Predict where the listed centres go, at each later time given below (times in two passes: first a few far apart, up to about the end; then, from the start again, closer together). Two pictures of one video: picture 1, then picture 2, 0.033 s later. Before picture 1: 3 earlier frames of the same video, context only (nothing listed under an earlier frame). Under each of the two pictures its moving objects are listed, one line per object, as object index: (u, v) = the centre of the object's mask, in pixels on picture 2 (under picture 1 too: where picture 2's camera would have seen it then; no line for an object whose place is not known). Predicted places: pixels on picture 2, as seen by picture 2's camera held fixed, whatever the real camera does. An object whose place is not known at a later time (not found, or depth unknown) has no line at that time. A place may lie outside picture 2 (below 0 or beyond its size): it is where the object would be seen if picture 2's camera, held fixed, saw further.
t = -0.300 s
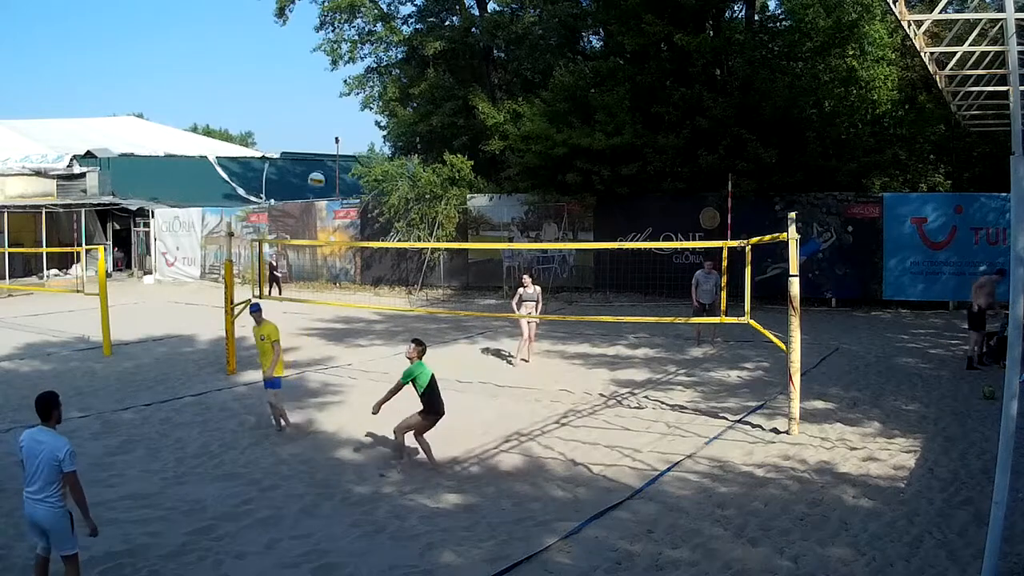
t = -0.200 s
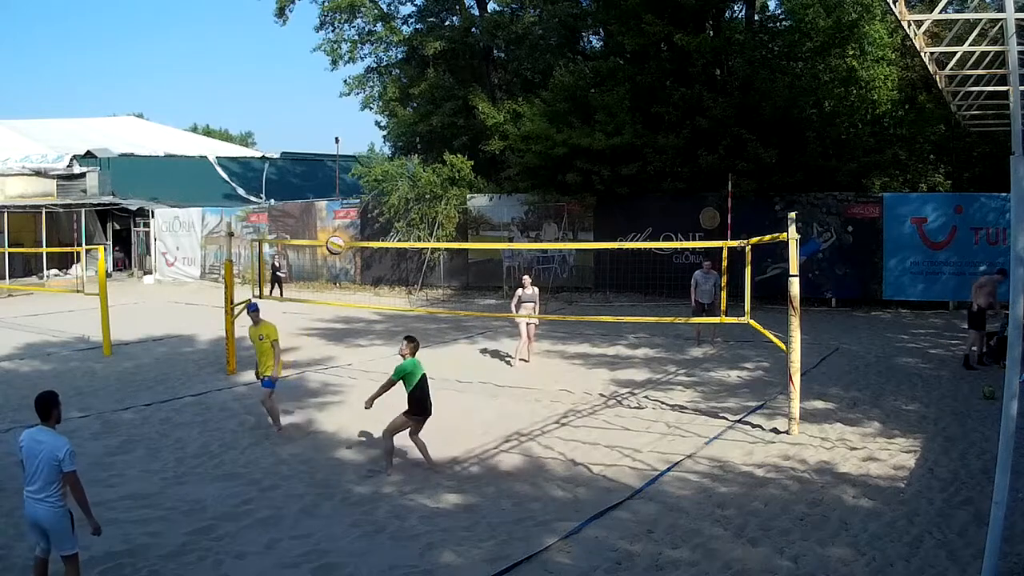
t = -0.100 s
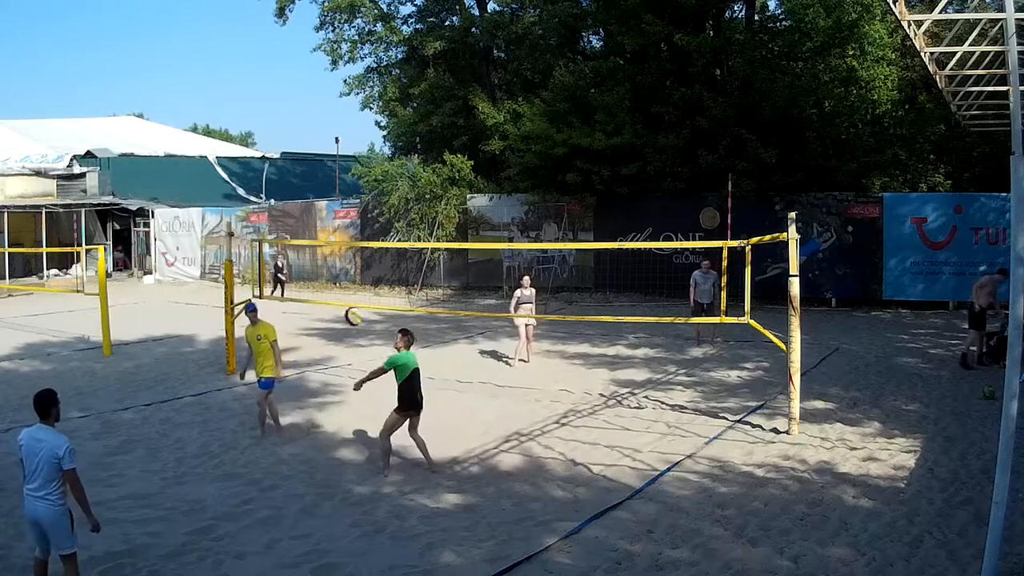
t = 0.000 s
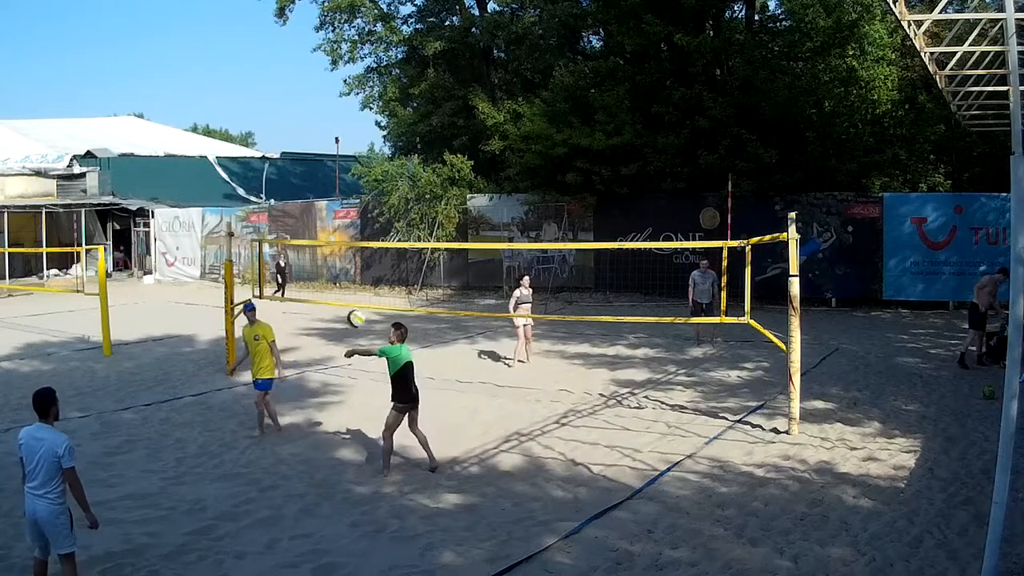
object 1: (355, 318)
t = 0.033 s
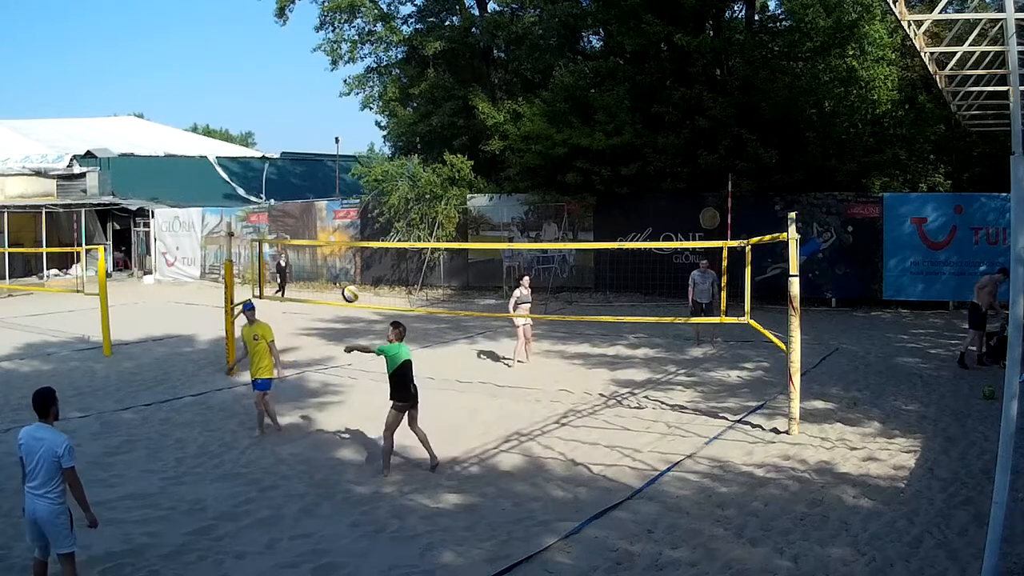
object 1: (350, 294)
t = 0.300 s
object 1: (315, 134)
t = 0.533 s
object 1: (288, 54)
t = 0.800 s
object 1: (262, 21)
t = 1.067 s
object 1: (235, 45)
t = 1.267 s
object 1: (216, 98)
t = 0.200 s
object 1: (326, 184)
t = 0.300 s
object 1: (315, 134)
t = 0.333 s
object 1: (310, 119)
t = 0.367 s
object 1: (307, 105)
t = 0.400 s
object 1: (303, 93)
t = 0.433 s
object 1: (299, 82)
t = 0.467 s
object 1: (295, 71)
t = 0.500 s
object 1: (292, 62)
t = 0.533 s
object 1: (288, 54)
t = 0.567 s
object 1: (284, 47)
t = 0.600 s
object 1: (281, 41)
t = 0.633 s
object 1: (277, 36)
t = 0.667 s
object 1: (274, 32)
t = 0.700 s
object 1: (271, 27)
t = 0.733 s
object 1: (267, 25)
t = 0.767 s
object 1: (264, 23)
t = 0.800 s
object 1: (262, 21)
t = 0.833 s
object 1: (258, 21)
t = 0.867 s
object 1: (255, 22)
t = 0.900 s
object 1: (252, 24)
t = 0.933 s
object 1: (248, 26)
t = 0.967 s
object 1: (245, 30)
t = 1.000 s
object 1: (242, 34)
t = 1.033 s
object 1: (238, 39)
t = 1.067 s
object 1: (235, 45)
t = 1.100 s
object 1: (231, 52)
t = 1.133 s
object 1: (228, 60)
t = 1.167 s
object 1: (226, 68)
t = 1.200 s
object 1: (222, 77)
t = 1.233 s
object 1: (219, 87)
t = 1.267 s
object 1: (216, 98)
